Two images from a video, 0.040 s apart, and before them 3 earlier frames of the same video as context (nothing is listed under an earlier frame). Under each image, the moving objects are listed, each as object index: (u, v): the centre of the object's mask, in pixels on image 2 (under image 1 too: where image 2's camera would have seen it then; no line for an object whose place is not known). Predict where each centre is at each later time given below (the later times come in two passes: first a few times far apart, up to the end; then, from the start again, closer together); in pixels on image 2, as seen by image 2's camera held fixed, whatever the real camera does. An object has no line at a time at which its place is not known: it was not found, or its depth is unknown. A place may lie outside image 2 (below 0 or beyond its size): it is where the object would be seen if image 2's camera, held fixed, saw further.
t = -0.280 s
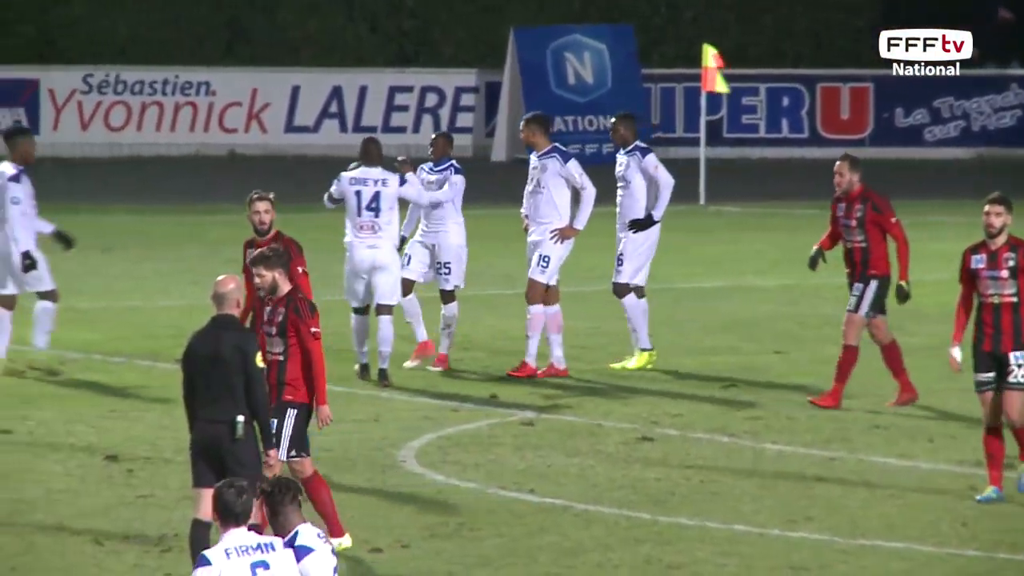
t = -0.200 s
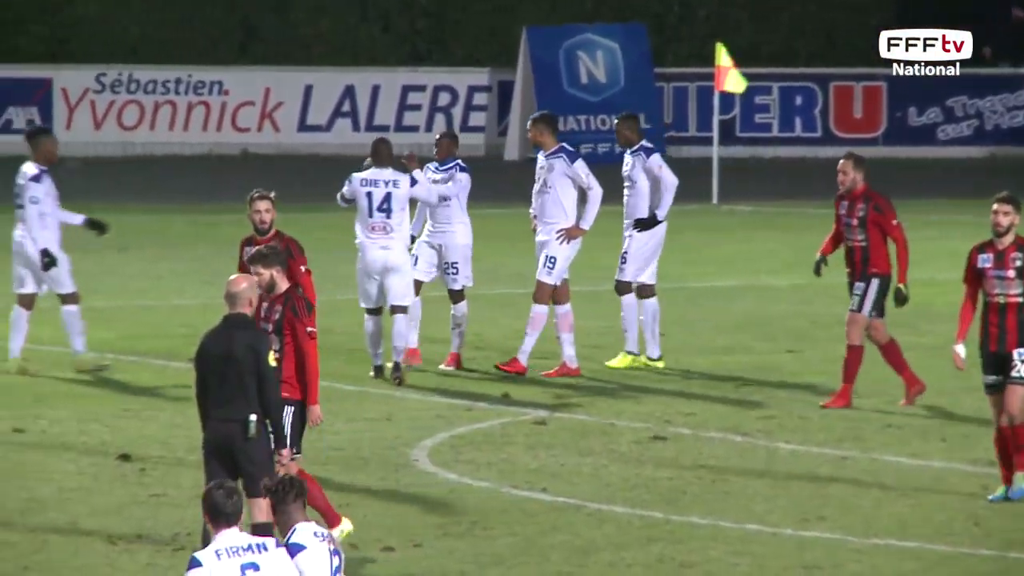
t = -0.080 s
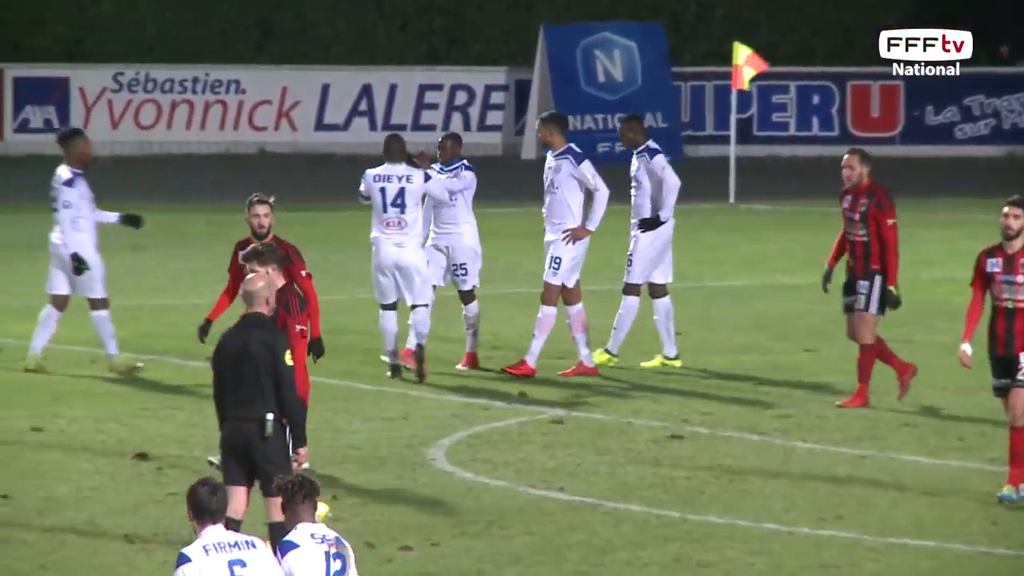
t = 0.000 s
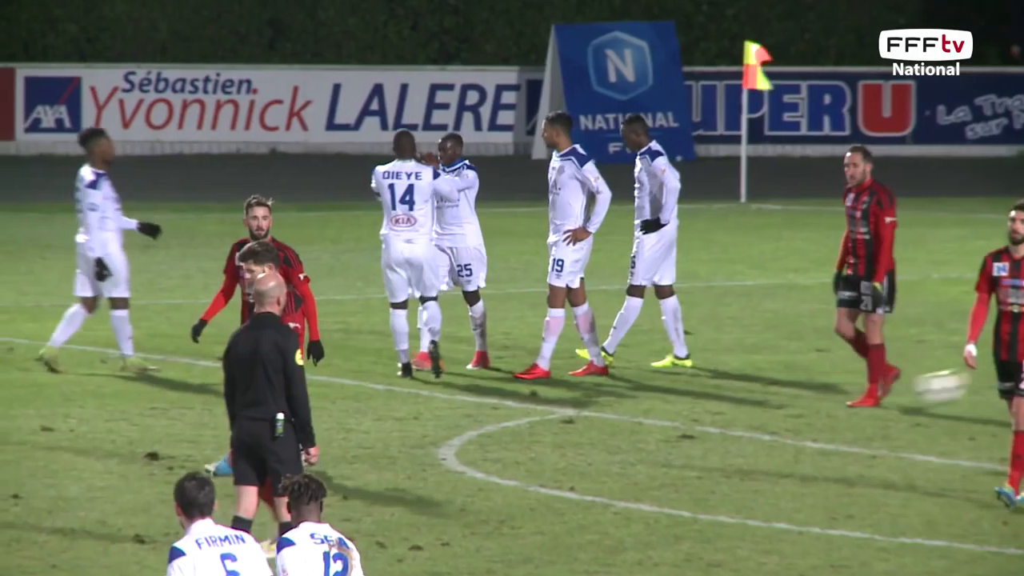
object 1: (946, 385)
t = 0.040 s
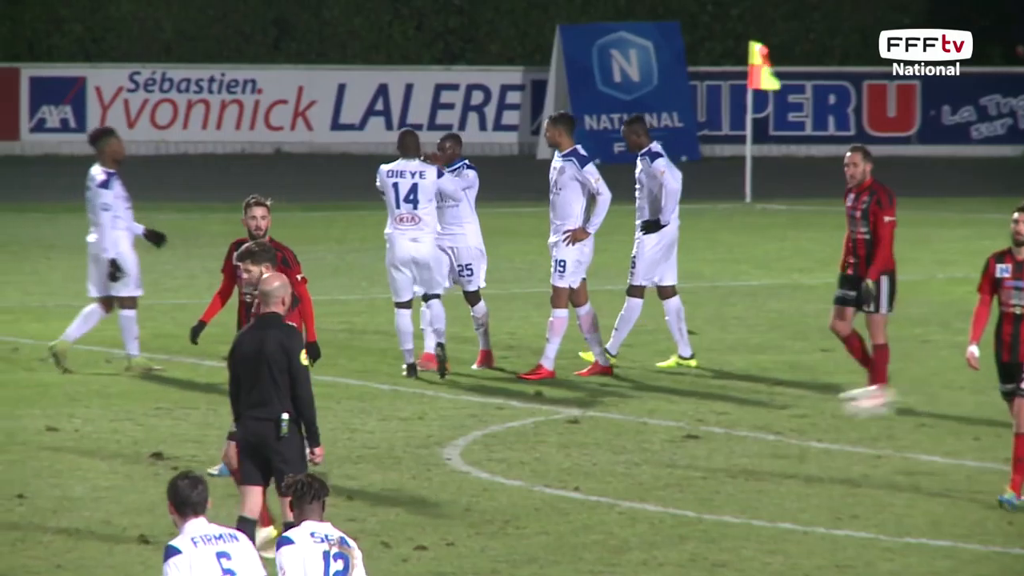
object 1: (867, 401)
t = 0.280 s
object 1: (448, 415)
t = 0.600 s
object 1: (-35, 439)
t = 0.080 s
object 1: (791, 419)
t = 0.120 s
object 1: (713, 438)
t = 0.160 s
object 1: (637, 450)
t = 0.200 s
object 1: (576, 435)
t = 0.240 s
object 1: (512, 423)
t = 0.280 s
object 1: (448, 415)
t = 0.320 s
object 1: (384, 409)
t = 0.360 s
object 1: (329, 406)
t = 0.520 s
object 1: (80, 416)
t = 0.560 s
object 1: (21, 426)
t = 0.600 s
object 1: (-35, 439)
